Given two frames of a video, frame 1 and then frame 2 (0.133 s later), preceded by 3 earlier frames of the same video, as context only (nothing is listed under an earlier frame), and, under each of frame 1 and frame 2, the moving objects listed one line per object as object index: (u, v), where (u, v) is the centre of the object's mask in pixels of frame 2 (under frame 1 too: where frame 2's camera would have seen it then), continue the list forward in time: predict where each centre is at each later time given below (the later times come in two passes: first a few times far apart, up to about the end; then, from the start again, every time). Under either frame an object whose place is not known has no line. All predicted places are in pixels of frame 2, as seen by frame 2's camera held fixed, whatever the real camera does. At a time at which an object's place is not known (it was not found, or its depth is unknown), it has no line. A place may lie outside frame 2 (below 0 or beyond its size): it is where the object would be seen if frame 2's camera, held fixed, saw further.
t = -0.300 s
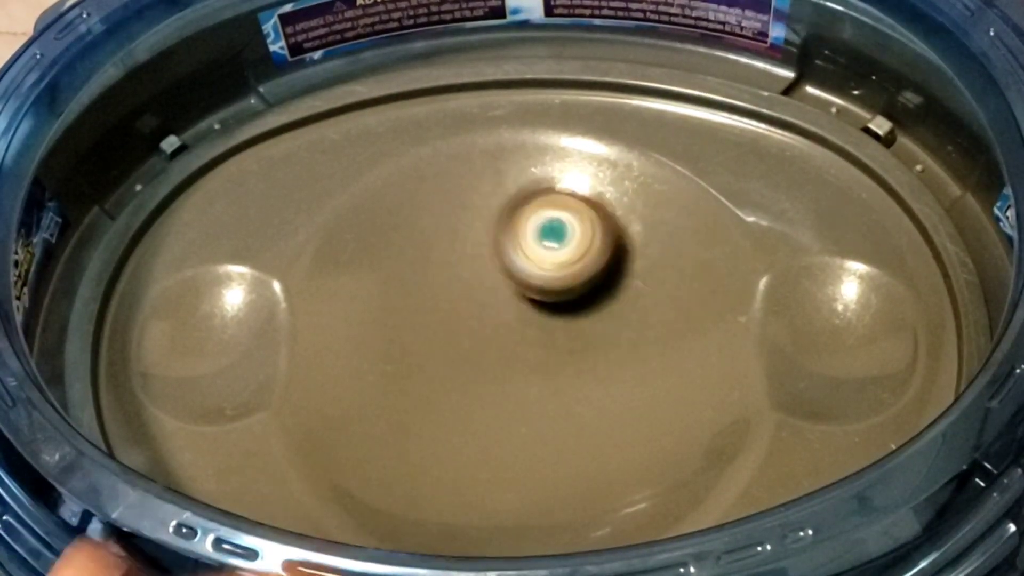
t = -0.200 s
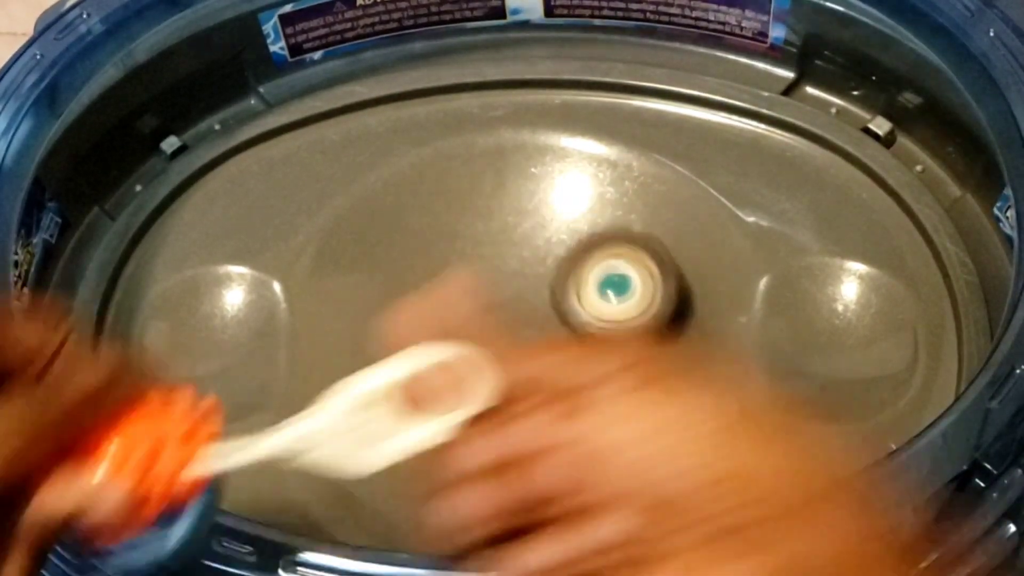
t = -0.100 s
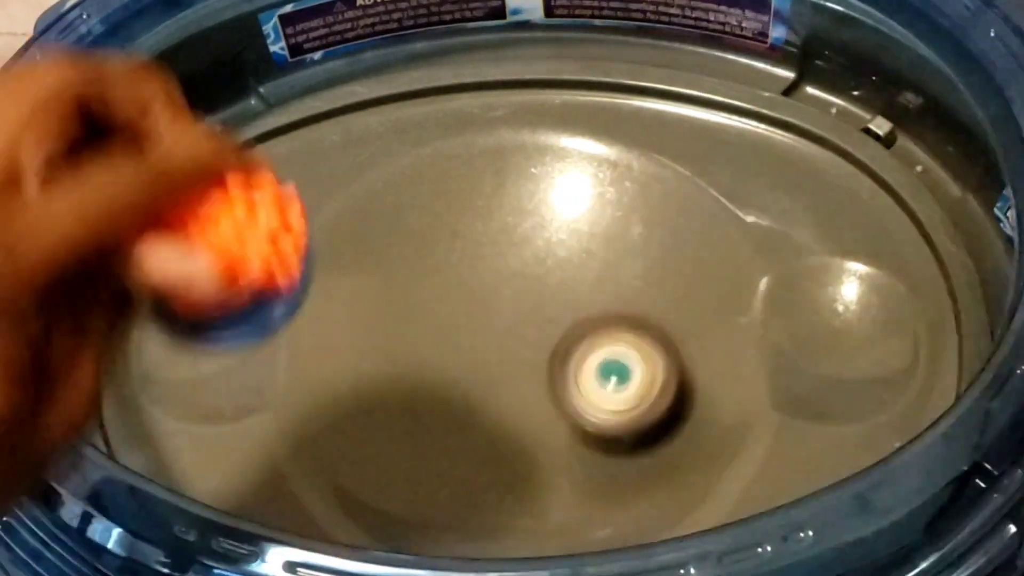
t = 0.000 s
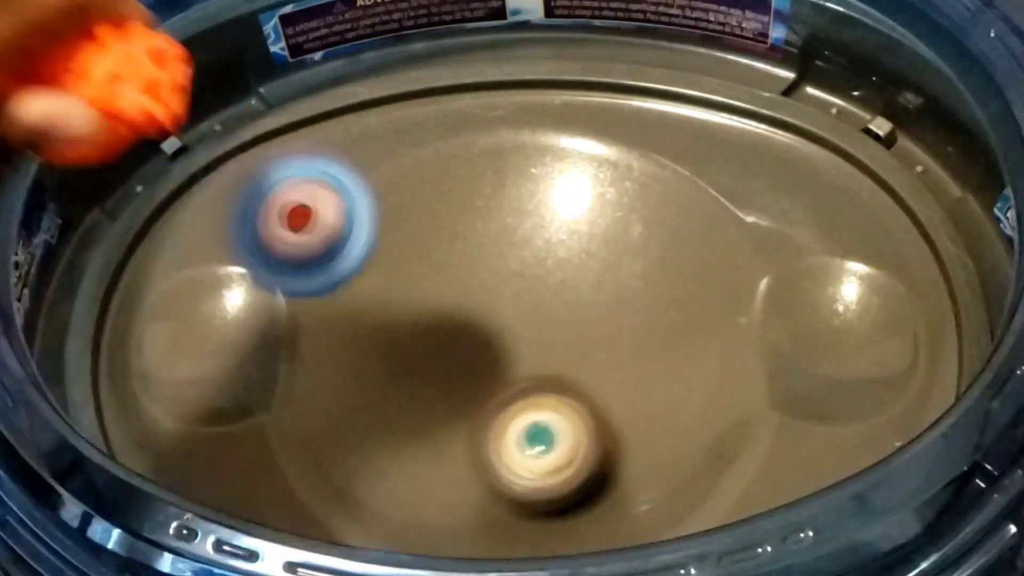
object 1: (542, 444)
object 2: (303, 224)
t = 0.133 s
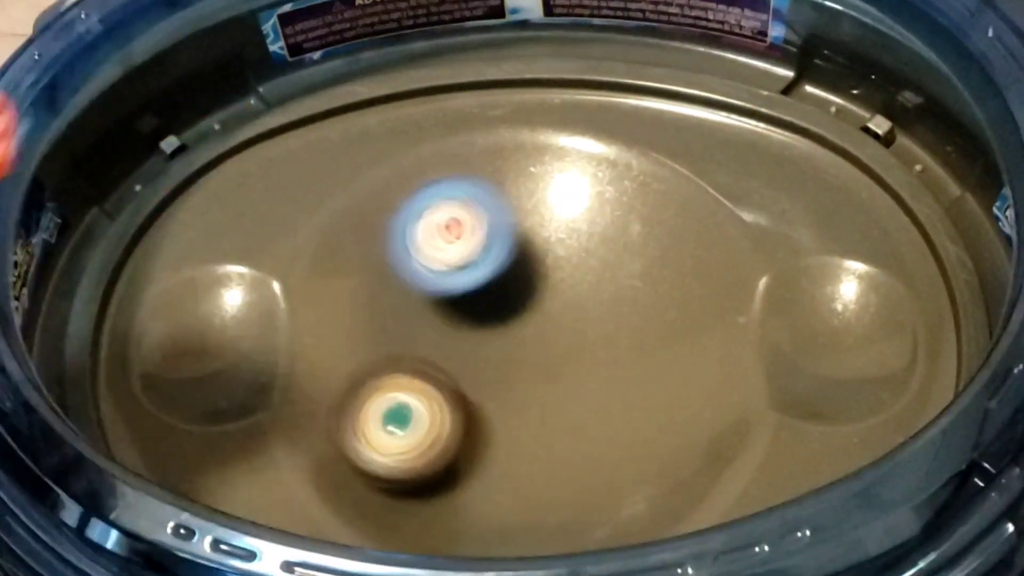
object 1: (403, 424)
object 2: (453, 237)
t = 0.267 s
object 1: (344, 305)
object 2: (631, 216)
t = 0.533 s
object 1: (591, 216)
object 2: (576, 492)
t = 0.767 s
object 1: (609, 431)
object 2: (218, 429)
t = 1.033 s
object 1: (382, 398)
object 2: (244, 154)
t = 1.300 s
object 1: (518, 287)
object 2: (487, 120)
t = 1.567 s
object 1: (571, 470)
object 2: (727, 385)
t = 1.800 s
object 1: (360, 433)
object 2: (437, 513)
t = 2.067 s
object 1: (476, 250)
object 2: (136, 334)
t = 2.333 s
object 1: (623, 367)
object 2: (277, 146)
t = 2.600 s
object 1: (516, 415)
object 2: (617, 265)
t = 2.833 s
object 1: (514, 344)
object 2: (741, 491)
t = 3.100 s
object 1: (570, 336)
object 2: (469, 425)
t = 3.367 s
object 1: (552, 364)
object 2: (473, 192)
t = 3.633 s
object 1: (519, 327)
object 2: (778, 331)
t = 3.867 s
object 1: (539, 307)
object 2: (880, 445)
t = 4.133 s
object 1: (535, 315)
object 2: (763, 465)
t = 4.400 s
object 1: (510, 321)
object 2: (663, 458)
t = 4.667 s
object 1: (464, 241)
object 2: (410, 415)
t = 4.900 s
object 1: (564, 260)
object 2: (413, 290)
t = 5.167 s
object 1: (602, 330)
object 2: (463, 363)
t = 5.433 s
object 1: (526, 361)
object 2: (411, 416)
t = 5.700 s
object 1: (516, 320)
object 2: (417, 407)
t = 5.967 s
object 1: (556, 297)
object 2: (492, 450)
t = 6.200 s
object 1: (560, 325)
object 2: (548, 440)
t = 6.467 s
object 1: (513, 332)
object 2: (596, 422)
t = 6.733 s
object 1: (487, 328)
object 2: (627, 331)
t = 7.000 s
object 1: (491, 329)
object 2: (619, 263)
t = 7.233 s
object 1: (487, 358)
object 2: (592, 245)
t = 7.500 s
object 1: (486, 382)
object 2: (517, 247)
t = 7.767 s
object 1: (506, 387)
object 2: (467, 260)
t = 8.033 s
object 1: (549, 390)
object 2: (437, 301)
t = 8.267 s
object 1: (579, 375)
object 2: (415, 353)
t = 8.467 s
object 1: (586, 348)
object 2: (447, 366)
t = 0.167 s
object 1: (376, 402)
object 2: (501, 222)
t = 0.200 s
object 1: (356, 373)
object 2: (551, 214)
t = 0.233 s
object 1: (343, 340)
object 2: (593, 210)
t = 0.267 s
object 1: (344, 305)
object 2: (631, 216)
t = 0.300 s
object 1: (352, 274)
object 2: (660, 231)
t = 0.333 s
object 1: (374, 244)
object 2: (682, 257)
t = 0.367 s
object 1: (401, 219)
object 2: (696, 294)
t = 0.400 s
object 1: (438, 200)
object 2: (697, 335)
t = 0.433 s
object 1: (477, 189)
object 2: (685, 379)
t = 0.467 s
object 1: (514, 190)
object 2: (660, 424)
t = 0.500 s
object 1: (554, 199)
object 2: (623, 463)
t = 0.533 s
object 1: (591, 216)
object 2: (576, 492)
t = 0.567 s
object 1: (622, 240)
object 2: (523, 507)
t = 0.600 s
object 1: (641, 266)
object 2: (468, 512)
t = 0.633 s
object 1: (654, 298)
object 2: (411, 508)
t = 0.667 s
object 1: (656, 333)
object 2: (359, 496)
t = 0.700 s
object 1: (650, 369)
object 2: (310, 478)
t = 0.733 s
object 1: (633, 404)
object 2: (264, 455)
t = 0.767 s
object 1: (609, 431)
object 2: (218, 429)
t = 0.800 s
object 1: (579, 453)
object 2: (172, 400)
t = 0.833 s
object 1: (546, 466)
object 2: (127, 369)
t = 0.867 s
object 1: (511, 471)
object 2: (98, 332)
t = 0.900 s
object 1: (477, 468)
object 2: (126, 294)
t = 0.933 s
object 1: (445, 458)
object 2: (156, 255)
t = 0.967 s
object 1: (418, 441)
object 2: (187, 218)
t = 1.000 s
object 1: (396, 421)
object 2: (218, 187)
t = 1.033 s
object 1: (382, 398)
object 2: (244, 154)
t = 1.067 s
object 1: (374, 370)
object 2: (269, 126)
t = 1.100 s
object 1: (375, 343)
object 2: (302, 118)
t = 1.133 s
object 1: (385, 318)
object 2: (337, 117)
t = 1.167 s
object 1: (400, 294)
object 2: (370, 119)
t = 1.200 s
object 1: (420, 276)
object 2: (399, 122)
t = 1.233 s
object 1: (447, 262)
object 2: (430, 132)
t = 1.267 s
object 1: (483, 272)
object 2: (457, 127)
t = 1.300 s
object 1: (518, 287)
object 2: (487, 120)
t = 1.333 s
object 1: (551, 305)
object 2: (524, 123)
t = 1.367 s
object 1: (579, 324)
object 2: (565, 138)
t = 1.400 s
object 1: (599, 344)
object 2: (610, 164)
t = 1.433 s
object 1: (612, 362)
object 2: (649, 205)
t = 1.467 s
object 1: (619, 381)
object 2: (681, 255)
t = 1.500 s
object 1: (613, 403)
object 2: (705, 306)
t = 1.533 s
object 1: (595, 439)
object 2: (722, 344)
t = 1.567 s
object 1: (571, 470)
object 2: (727, 385)
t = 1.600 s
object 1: (541, 489)
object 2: (717, 427)
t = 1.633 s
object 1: (508, 498)
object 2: (693, 464)
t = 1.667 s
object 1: (472, 501)
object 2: (656, 488)
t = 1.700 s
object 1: (438, 498)
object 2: (608, 506)
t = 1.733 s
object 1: (406, 486)
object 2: (553, 517)
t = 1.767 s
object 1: (379, 464)
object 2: (495, 519)
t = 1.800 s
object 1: (360, 433)
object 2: (437, 513)
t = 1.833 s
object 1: (346, 399)
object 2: (386, 501)
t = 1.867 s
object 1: (341, 365)
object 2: (341, 485)
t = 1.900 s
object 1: (345, 337)
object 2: (296, 459)
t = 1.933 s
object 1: (361, 309)
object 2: (256, 434)
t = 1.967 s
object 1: (383, 284)
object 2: (218, 410)
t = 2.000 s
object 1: (409, 265)
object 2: (186, 389)
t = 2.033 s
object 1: (443, 255)
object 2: (158, 366)
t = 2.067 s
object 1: (476, 250)
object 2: (136, 334)
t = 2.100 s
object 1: (510, 251)
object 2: (126, 293)
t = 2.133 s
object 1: (542, 260)
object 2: (125, 256)
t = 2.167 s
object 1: (572, 272)
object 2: (140, 224)
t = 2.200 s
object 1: (594, 286)
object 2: (168, 203)
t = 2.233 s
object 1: (611, 305)
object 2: (196, 181)
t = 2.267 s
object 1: (621, 326)
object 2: (222, 165)
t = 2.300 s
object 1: (625, 347)
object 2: (249, 153)
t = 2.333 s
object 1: (623, 367)
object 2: (277, 146)
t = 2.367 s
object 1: (617, 385)
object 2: (305, 143)
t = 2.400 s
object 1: (606, 399)
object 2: (334, 144)
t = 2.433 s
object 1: (592, 411)
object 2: (366, 149)
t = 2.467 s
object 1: (577, 419)
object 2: (403, 160)
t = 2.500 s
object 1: (561, 423)
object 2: (448, 177)
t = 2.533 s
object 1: (545, 424)
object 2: (499, 203)
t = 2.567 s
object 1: (530, 421)
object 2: (558, 231)
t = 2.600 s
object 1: (516, 415)
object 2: (617, 265)
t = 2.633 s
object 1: (506, 407)
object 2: (670, 306)
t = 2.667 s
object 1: (501, 396)
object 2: (713, 351)
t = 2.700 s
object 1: (499, 386)
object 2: (744, 397)
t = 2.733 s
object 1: (500, 374)
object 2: (764, 446)
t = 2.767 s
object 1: (503, 363)
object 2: (784, 502)
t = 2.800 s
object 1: (508, 353)
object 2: (786, 524)
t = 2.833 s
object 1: (514, 344)
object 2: (741, 491)
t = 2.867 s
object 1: (522, 338)
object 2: (715, 491)
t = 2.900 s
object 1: (530, 333)
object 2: (688, 493)
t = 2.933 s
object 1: (538, 330)
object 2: (662, 492)
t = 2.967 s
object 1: (545, 328)
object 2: (631, 493)
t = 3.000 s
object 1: (554, 327)
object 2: (595, 486)
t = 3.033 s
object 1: (561, 329)
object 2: (554, 471)
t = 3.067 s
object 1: (567, 331)
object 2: (510, 449)
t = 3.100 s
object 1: (570, 336)
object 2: (469, 425)
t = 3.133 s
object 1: (571, 341)
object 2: (433, 399)
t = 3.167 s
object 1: (571, 345)
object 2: (408, 368)
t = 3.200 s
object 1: (571, 350)
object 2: (393, 334)
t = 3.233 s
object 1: (569, 355)
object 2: (390, 299)
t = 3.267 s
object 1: (566, 359)
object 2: (397, 268)
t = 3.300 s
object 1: (562, 363)
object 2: (414, 236)
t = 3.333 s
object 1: (558, 364)
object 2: (440, 213)
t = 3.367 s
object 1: (552, 364)
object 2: (473, 192)
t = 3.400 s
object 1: (546, 363)
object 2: (510, 180)
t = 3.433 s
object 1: (539, 360)
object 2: (556, 178)
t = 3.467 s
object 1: (533, 357)
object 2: (601, 180)
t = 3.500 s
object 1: (528, 352)
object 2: (646, 193)
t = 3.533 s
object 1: (523, 346)
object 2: (685, 216)
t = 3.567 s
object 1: (521, 340)
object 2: (721, 248)
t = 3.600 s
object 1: (520, 333)
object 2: (749, 287)
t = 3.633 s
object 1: (519, 327)
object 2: (778, 331)
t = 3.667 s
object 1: (519, 322)
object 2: (809, 365)
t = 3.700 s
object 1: (521, 318)
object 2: (839, 384)
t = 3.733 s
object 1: (524, 315)
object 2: (863, 398)
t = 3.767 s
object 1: (527, 312)
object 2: (885, 414)
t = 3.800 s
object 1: (531, 310)
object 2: (900, 430)
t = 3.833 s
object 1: (536, 309)
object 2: (901, 439)
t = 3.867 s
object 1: (539, 307)
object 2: (880, 445)
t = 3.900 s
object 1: (541, 307)
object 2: (858, 450)
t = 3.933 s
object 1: (542, 307)
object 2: (837, 456)
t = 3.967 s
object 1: (543, 308)
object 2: (820, 460)
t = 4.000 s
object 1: (542, 309)
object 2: (807, 465)
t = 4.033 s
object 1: (542, 310)
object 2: (794, 470)
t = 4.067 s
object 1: (540, 312)
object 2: (785, 473)
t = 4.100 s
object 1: (538, 314)
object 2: (777, 475)
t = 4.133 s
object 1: (535, 315)
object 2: (763, 465)
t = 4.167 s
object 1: (532, 316)
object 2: (756, 466)
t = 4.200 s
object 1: (530, 317)
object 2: (750, 466)
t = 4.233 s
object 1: (527, 318)
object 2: (743, 466)
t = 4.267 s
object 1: (524, 319)
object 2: (735, 465)
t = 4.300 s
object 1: (521, 319)
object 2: (727, 464)
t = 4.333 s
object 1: (517, 320)
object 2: (714, 463)
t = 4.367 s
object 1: (514, 321)
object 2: (692, 462)
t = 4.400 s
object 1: (510, 321)
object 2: (663, 458)
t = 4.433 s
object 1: (507, 321)
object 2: (623, 450)
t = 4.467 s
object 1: (504, 321)
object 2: (576, 435)
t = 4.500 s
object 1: (500, 316)
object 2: (530, 422)
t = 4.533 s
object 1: (491, 299)
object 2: (501, 429)
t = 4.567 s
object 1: (477, 275)
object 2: (477, 439)
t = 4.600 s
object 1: (467, 257)
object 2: (452, 440)
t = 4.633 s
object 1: (463, 246)
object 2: (429, 432)
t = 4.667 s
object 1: (464, 241)
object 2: (410, 415)
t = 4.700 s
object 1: (470, 242)
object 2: (398, 391)
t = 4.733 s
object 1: (482, 248)
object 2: (392, 367)
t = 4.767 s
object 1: (493, 256)
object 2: (395, 333)
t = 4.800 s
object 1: (511, 256)
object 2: (396, 315)
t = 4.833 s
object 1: (533, 255)
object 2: (393, 308)
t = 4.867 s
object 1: (551, 255)
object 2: (399, 299)
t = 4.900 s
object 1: (564, 260)
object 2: (413, 290)
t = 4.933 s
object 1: (573, 267)
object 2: (432, 284)
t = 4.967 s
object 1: (584, 273)
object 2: (449, 285)
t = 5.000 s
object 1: (603, 278)
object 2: (451, 295)
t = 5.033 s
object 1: (614, 286)
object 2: (454, 307)
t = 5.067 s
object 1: (618, 296)
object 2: (457, 321)
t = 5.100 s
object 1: (618, 307)
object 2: (461, 333)
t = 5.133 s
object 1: (612, 320)
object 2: (463, 348)
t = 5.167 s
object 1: (602, 330)
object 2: (463, 363)
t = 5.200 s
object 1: (591, 338)
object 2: (463, 379)
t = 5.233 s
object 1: (585, 343)
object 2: (452, 397)
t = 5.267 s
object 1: (575, 348)
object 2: (443, 410)
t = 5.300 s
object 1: (564, 353)
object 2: (434, 418)
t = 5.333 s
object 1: (553, 356)
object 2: (426, 420)
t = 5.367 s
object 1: (543, 358)
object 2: (419, 420)
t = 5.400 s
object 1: (533, 360)
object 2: (414, 418)
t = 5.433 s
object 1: (526, 361)
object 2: (411, 416)
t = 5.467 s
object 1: (519, 358)
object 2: (408, 415)
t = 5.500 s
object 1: (515, 353)
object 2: (404, 416)
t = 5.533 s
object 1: (511, 348)
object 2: (402, 414)
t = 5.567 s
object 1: (509, 342)
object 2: (402, 412)
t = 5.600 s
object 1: (508, 338)
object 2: (404, 408)
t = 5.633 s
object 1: (508, 334)
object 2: (409, 405)
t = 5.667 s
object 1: (511, 327)
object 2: (413, 407)
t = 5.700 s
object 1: (516, 320)
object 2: (417, 407)
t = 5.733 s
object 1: (521, 316)
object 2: (424, 407)
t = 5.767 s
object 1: (524, 314)
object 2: (434, 404)
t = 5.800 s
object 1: (529, 313)
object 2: (449, 403)
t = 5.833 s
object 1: (536, 305)
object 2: (461, 416)
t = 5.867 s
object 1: (544, 298)
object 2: (467, 428)
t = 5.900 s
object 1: (548, 295)
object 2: (477, 438)
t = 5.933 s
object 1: (553, 295)
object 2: (485, 445)
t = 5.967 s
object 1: (556, 297)
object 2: (492, 450)
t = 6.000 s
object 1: (558, 300)
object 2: (500, 454)
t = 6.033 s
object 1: (560, 304)
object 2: (505, 456)
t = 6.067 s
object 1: (561, 308)
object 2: (513, 456)
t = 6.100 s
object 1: (563, 313)
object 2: (521, 454)
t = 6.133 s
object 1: (562, 318)
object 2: (529, 451)
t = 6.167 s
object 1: (562, 322)
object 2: (539, 446)
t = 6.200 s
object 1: (560, 325)
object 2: (548, 440)
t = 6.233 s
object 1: (554, 323)
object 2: (559, 442)
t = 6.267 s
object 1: (547, 323)
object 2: (567, 444)
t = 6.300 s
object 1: (542, 326)
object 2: (573, 444)
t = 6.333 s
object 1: (535, 326)
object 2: (580, 443)
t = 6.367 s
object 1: (528, 328)
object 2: (585, 440)
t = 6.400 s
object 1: (523, 329)
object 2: (589, 435)
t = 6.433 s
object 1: (518, 332)
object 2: (593, 429)
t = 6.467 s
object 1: (513, 332)
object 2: (596, 422)
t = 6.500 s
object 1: (508, 333)
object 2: (599, 412)
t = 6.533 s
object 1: (505, 333)
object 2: (602, 402)
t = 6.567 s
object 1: (499, 332)
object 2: (609, 391)
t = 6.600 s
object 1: (495, 332)
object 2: (613, 379)
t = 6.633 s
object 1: (493, 331)
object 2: (617, 367)
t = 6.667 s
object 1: (490, 329)
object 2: (622, 356)
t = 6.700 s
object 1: (488, 328)
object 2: (625, 343)
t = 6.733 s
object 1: (487, 328)
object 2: (627, 331)
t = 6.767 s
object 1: (485, 327)
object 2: (629, 320)
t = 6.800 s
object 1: (486, 327)
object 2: (631, 308)
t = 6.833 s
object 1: (485, 326)
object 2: (631, 298)
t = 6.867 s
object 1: (487, 326)
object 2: (630, 289)
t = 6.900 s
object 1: (487, 327)
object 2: (629, 281)
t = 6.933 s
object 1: (490, 328)
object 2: (627, 273)
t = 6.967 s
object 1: (490, 328)
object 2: (624, 267)
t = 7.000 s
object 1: (491, 329)
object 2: (619, 263)
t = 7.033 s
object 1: (494, 331)
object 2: (615, 260)
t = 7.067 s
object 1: (495, 333)
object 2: (609, 259)
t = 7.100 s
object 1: (496, 335)
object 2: (602, 259)
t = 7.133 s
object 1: (492, 342)
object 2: (600, 253)
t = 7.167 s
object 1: (489, 350)
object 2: (599, 248)
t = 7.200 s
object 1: (489, 355)
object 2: (596, 246)
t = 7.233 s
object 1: (487, 358)
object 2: (592, 245)
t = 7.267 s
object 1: (486, 360)
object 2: (586, 246)
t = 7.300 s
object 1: (487, 362)
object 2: (576, 250)
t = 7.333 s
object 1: (486, 363)
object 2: (566, 255)
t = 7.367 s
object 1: (485, 365)
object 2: (555, 258)
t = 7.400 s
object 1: (485, 372)
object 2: (545, 254)
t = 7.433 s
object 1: (483, 377)
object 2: (535, 251)
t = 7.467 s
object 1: (485, 380)
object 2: (525, 249)
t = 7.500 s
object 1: (486, 382)
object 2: (517, 247)
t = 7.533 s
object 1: (486, 382)
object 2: (510, 246)
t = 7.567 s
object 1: (487, 383)
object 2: (503, 246)
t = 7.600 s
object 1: (488, 383)
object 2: (497, 247)
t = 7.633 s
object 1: (490, 382)
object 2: (491, 250)
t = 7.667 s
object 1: (493, 382)
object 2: (485, 256)
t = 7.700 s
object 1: (498, 385)
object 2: (478, 257)
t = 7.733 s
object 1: (501, 386)
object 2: (472, 258)
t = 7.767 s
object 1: (506, 387)
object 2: (467, 260)
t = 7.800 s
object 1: (509, 387)
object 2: (462, 263)
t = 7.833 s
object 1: (513, 386)
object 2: (458, 268)
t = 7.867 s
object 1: (519, 388)
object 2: (454, 273)
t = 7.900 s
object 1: (524, 388)
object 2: (451, 278)
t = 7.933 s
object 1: (530, 388)
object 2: (448, 285)
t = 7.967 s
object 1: (537, 390)
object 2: (443, 290)
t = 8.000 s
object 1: (543, 390)
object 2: (440, 295)
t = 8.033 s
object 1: (549, 390)
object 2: (437, 301)
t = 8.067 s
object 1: (552, 389)
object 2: (435, 308)
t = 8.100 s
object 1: (555, 387)
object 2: (434, 314)
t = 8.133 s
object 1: (558, 387)
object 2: (435, 323)
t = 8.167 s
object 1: (562, 385)
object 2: (435, 332)
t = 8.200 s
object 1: (569, 381)
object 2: (429, 342)
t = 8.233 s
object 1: (575, 378)
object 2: (421, 348)
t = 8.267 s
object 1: (579, 375)
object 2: (415, 353)
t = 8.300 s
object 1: (581, 372)
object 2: (411, 358)
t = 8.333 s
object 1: (585, 370)
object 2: (409, 361)
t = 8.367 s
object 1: (585, 366)
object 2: (408, 362)
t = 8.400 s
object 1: (586, 360)
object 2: (416, 363)
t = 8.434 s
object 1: (587, 356)
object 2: (424, 364)
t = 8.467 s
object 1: (586, 348)
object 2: (447, 366)
